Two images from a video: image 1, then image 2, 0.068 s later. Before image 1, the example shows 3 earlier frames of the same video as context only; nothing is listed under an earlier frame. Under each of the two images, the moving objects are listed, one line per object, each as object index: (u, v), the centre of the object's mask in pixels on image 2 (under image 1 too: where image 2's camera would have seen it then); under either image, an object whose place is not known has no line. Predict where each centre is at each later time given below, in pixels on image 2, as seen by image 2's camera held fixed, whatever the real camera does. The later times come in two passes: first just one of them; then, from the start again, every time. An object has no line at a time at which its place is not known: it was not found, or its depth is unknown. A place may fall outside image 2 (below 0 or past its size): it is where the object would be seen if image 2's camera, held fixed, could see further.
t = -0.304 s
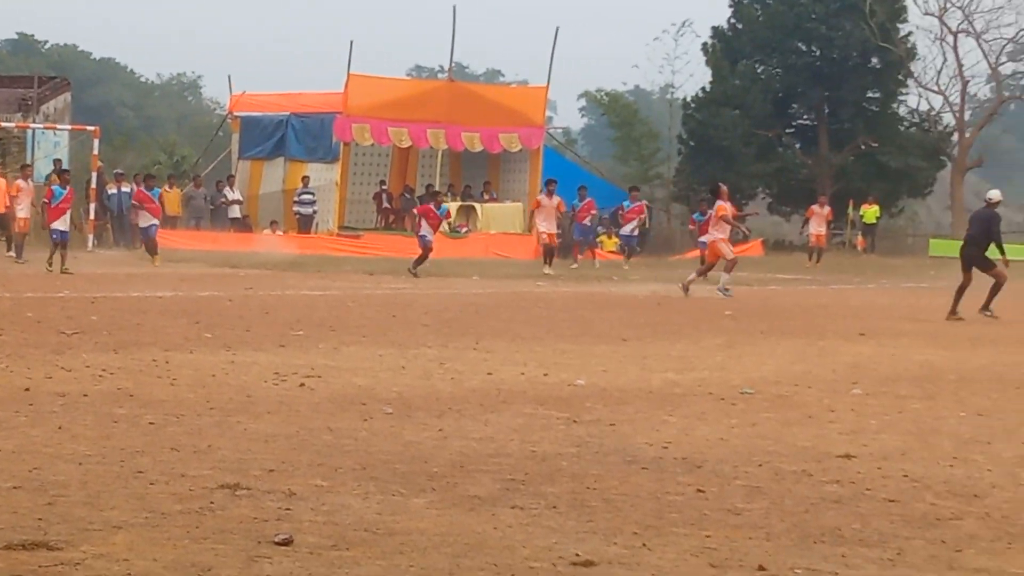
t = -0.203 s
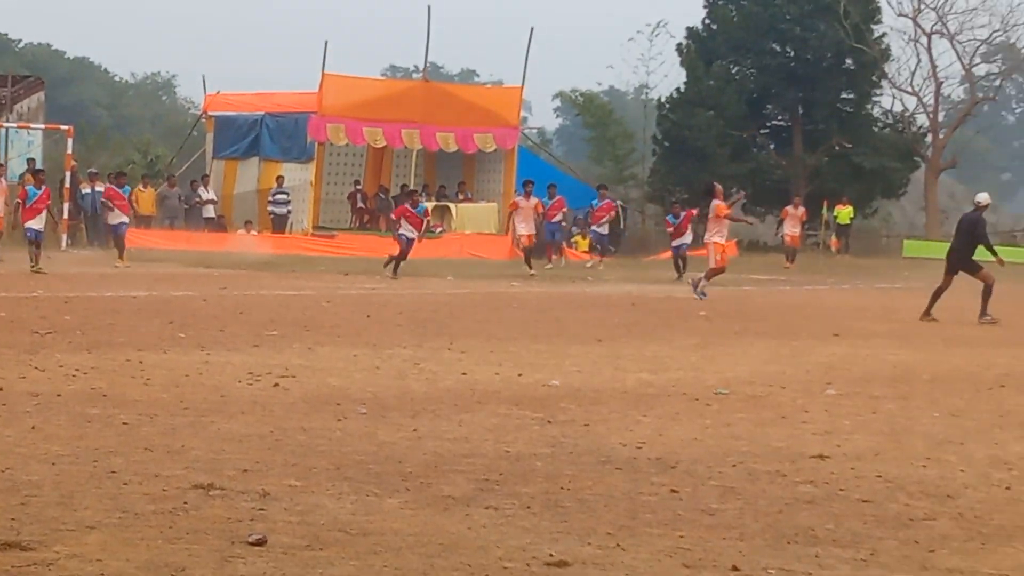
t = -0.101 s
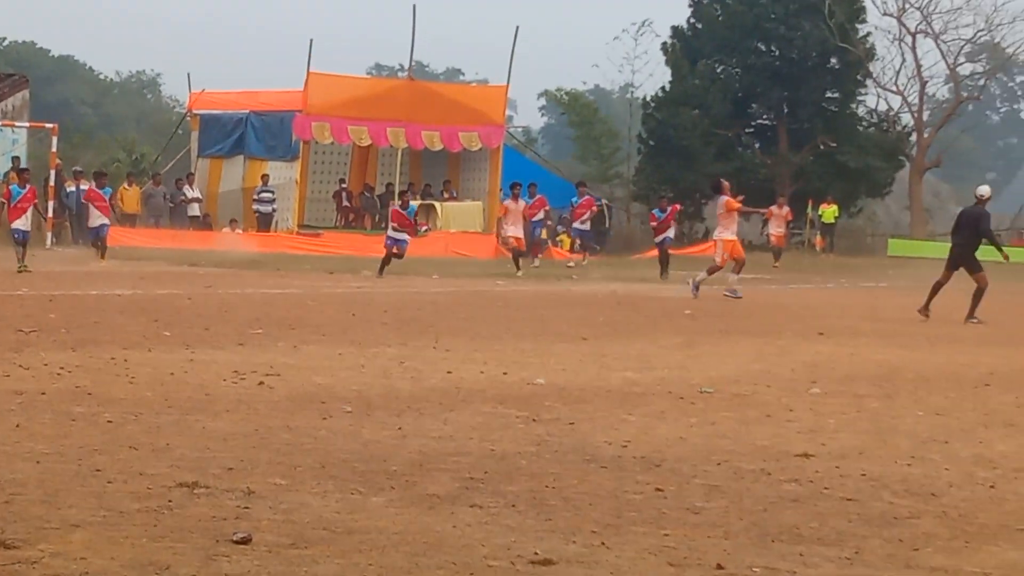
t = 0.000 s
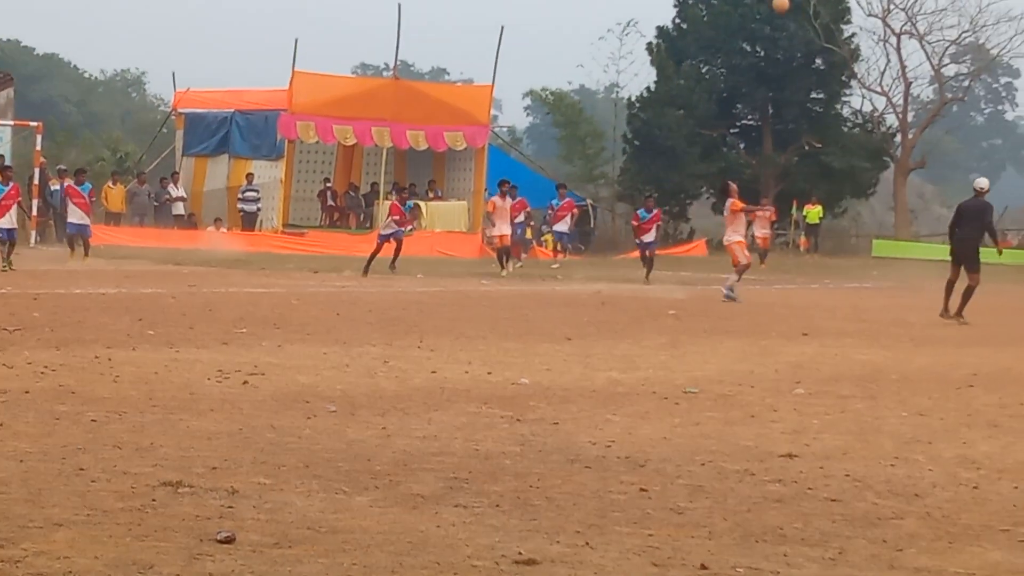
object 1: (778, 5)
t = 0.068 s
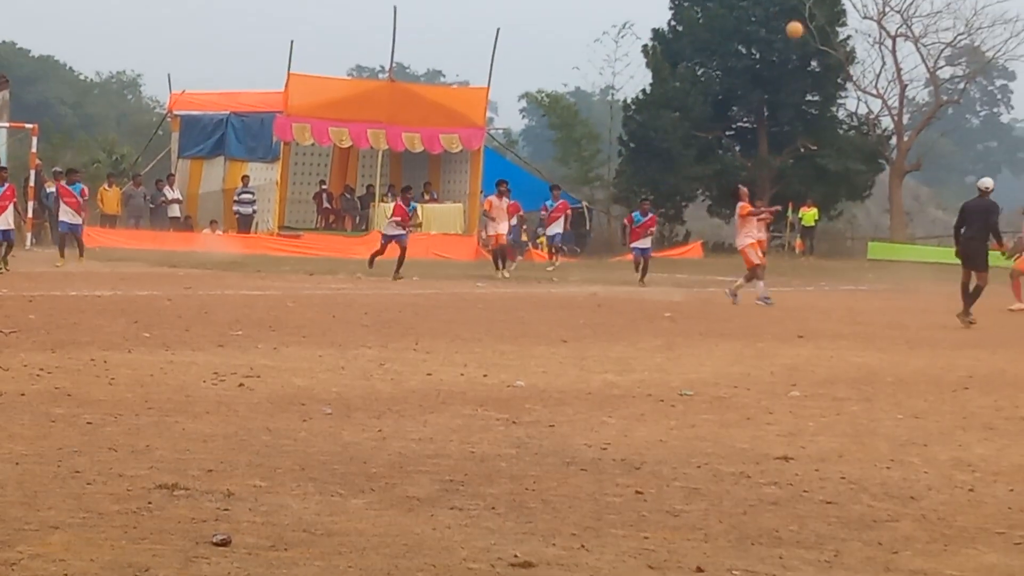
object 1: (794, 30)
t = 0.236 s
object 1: (845, 108)
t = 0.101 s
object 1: (803, 42)
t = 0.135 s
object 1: (812, 58)
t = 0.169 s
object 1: (822, 74)
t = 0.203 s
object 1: (834, 91)
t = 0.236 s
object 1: (845, 108)
